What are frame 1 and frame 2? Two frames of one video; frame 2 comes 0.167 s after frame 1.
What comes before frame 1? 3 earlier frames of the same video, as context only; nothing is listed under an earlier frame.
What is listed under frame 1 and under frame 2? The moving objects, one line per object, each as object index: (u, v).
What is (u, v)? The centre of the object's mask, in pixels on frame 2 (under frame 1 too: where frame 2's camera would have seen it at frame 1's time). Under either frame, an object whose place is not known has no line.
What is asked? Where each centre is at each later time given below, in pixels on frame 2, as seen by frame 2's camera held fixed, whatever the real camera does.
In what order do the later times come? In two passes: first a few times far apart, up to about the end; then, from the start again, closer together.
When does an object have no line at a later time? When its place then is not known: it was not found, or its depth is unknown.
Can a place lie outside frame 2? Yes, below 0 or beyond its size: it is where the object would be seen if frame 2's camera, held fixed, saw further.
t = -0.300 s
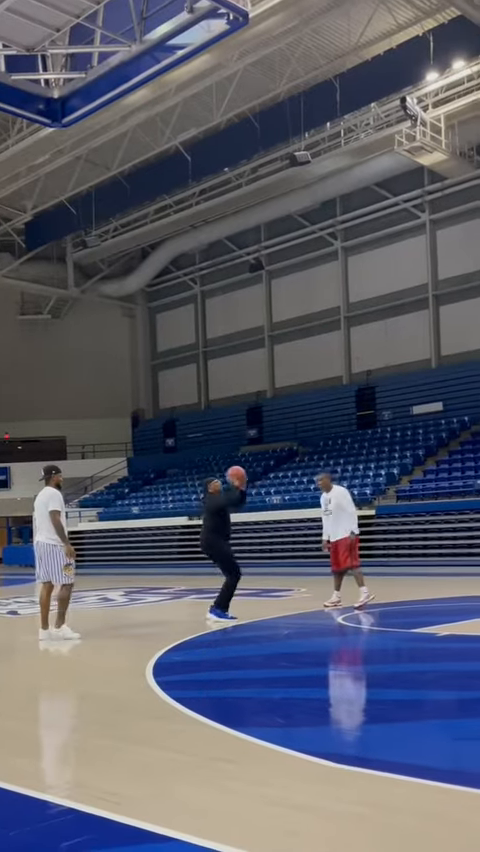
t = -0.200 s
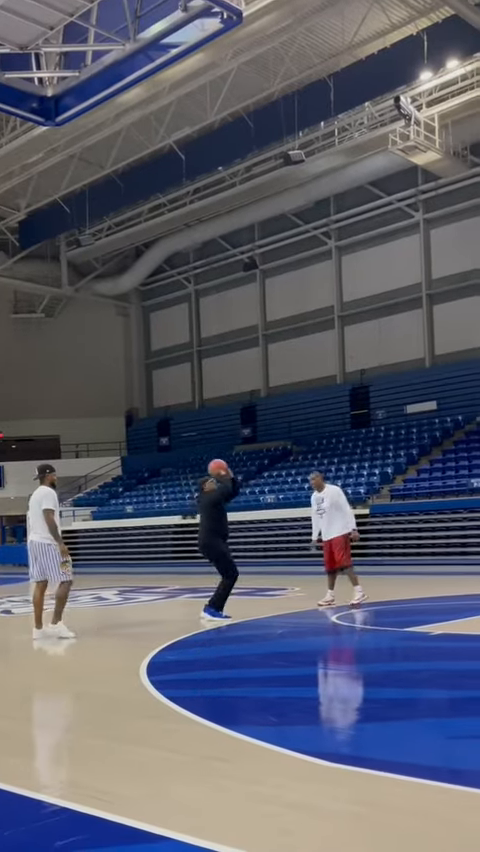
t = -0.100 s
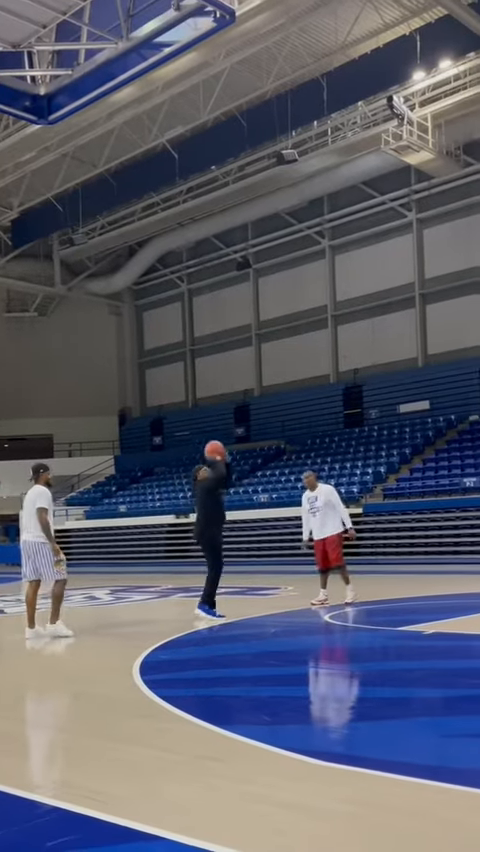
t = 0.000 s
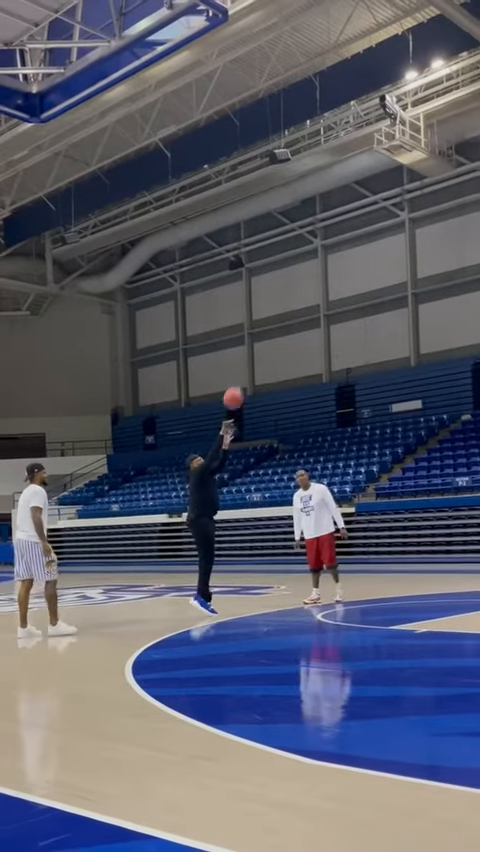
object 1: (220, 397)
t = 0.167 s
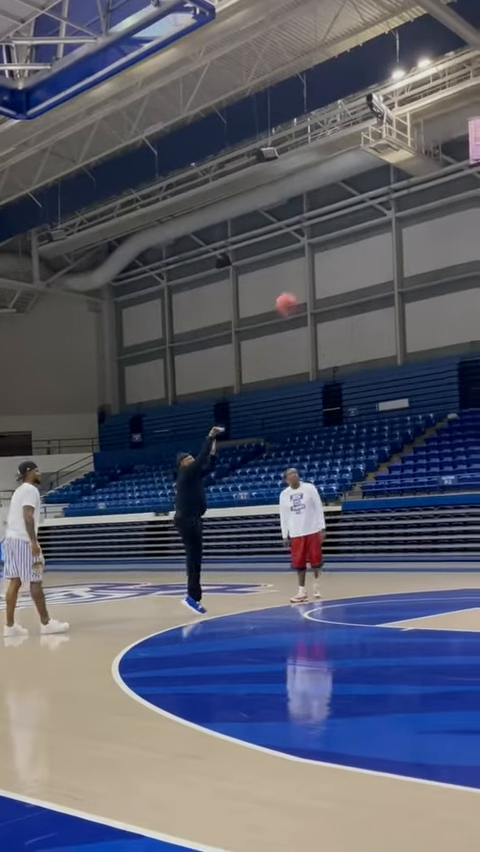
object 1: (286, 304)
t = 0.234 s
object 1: (314, 272)
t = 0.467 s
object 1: (416, 184)
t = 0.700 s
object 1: (533, 140)
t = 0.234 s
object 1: (314, 272)
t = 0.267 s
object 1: (328, 257)
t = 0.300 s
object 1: (342, 242)
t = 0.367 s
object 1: (371, 217)
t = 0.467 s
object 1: (416, 184)
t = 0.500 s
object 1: (433, 175)
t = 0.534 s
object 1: (449, 166)
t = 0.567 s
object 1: (465, 160)
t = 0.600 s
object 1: (481, 155)
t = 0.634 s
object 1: (499, 148)
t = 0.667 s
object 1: (515, 143)
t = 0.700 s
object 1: (533, 140)
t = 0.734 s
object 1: (550, 137)
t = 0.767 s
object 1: (569, 136)
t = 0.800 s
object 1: (588, 138)
